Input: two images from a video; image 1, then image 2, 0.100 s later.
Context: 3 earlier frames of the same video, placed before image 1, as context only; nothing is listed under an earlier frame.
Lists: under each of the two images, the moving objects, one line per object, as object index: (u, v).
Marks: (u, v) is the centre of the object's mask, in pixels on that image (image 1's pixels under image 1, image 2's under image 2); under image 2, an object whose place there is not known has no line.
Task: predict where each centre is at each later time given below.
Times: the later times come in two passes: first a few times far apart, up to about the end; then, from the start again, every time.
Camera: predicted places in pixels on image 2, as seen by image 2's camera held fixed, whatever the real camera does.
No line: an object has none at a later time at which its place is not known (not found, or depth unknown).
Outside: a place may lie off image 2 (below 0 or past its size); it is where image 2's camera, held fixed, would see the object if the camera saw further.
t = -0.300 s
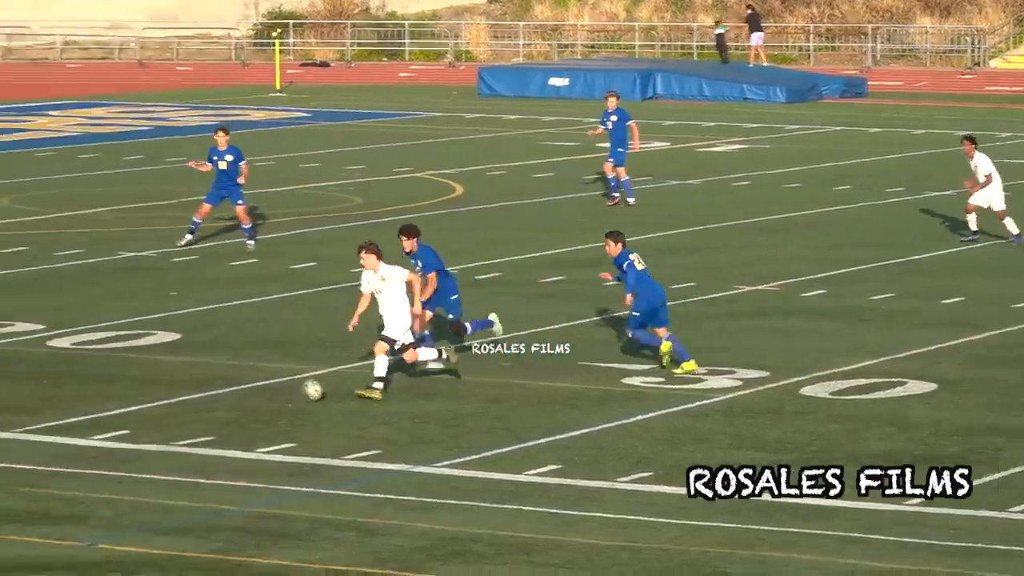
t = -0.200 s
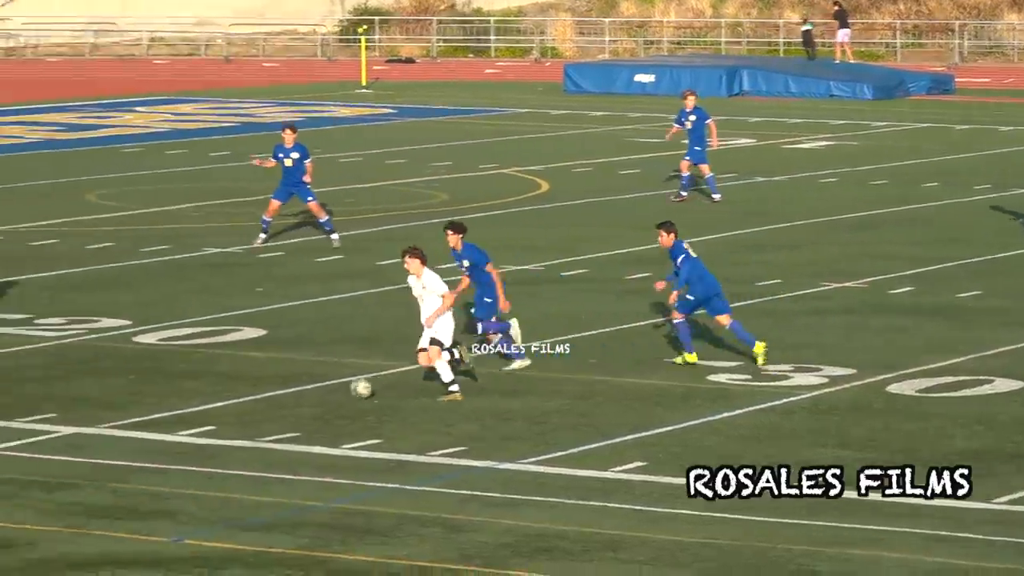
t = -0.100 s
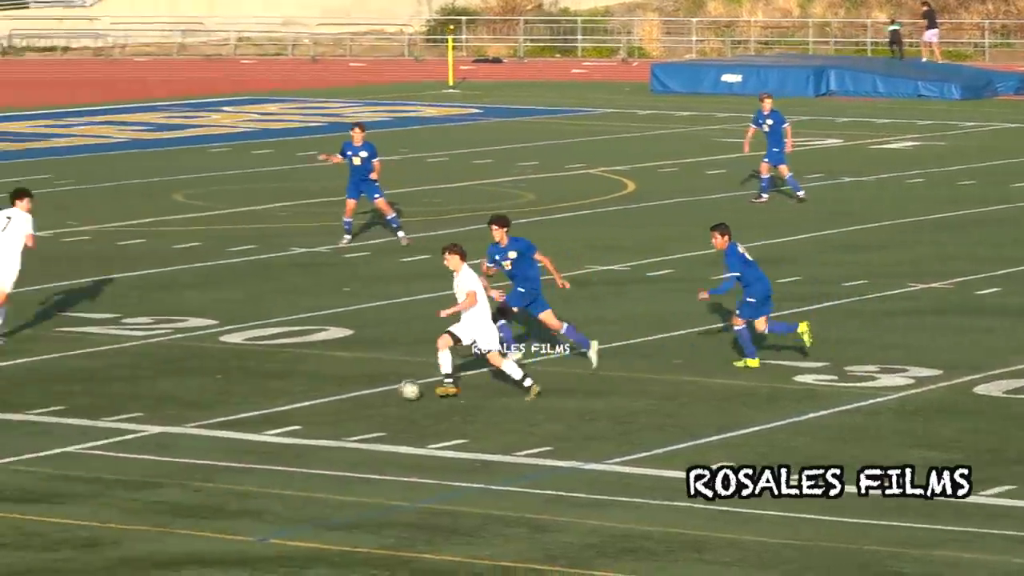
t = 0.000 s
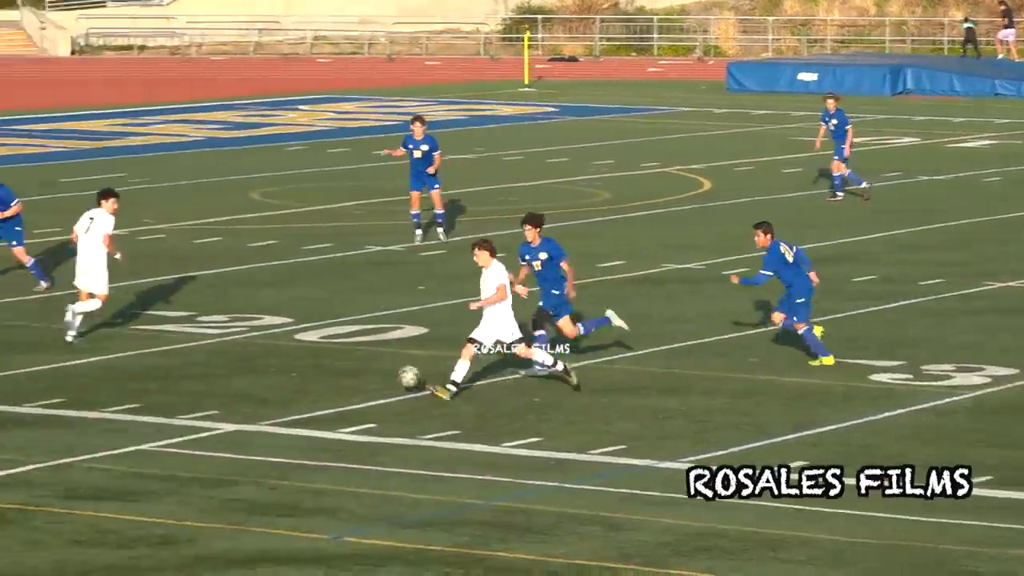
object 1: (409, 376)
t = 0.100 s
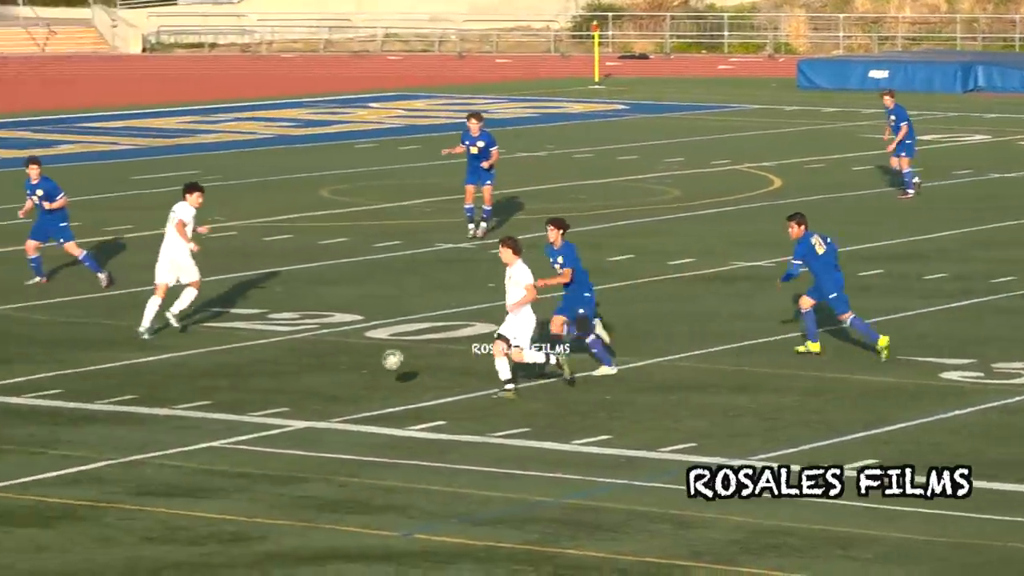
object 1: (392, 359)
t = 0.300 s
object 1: (226, 365)
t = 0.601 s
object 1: (5, 361)
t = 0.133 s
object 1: (364, 357)
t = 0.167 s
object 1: (336, 356)
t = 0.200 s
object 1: (308, 357)
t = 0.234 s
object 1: (281, 359)
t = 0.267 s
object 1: (253, 361)
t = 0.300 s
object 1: (226, 365)
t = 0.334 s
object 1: (199, 370)
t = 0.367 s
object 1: (172, 377)
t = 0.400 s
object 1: (146, 382)
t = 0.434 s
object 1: (123, 376)
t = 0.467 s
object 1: (99, 370)
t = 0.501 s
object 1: (75, 366)
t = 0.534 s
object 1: (52, 364)
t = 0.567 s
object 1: (28, 362)
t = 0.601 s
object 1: (5, 361)
